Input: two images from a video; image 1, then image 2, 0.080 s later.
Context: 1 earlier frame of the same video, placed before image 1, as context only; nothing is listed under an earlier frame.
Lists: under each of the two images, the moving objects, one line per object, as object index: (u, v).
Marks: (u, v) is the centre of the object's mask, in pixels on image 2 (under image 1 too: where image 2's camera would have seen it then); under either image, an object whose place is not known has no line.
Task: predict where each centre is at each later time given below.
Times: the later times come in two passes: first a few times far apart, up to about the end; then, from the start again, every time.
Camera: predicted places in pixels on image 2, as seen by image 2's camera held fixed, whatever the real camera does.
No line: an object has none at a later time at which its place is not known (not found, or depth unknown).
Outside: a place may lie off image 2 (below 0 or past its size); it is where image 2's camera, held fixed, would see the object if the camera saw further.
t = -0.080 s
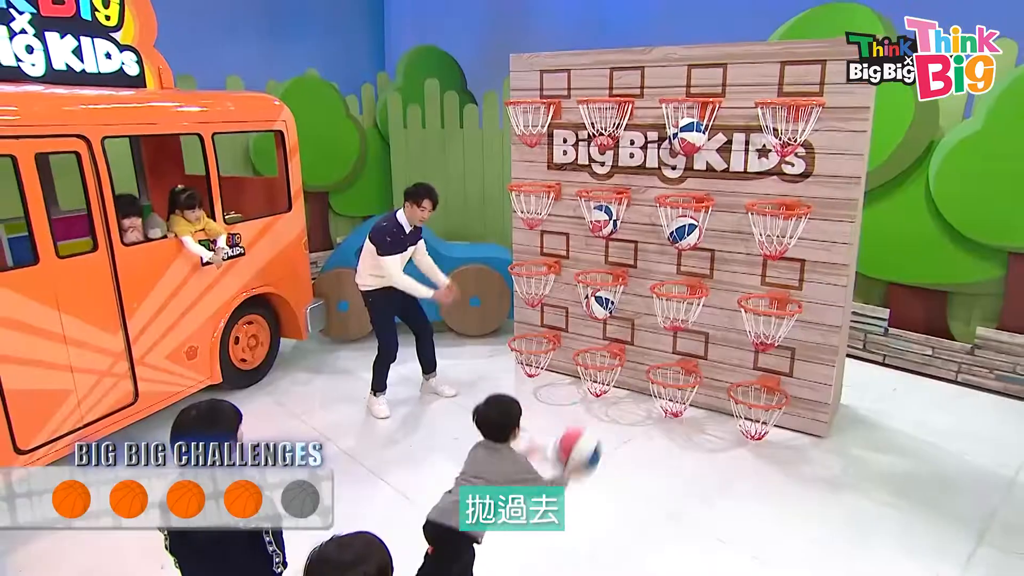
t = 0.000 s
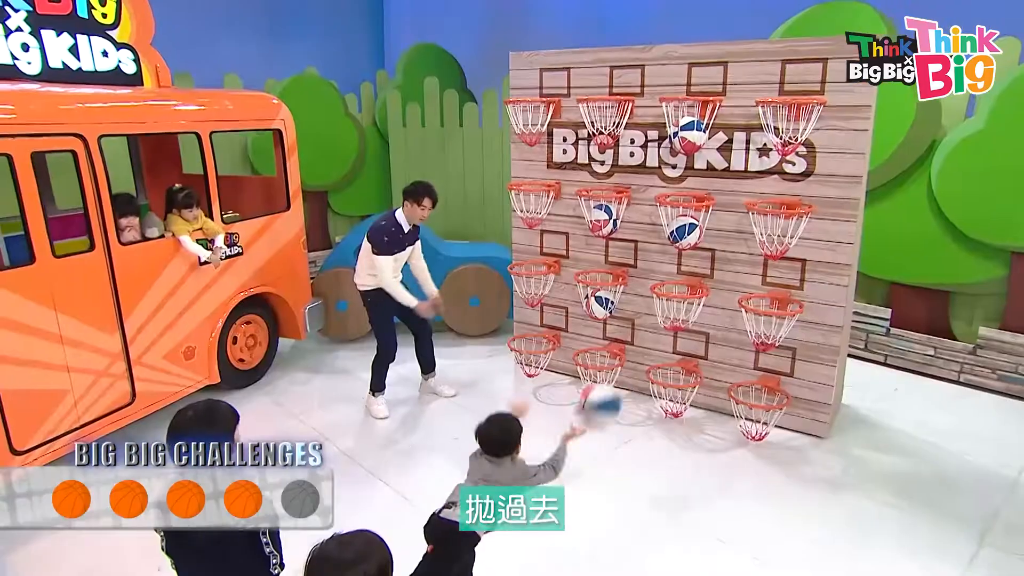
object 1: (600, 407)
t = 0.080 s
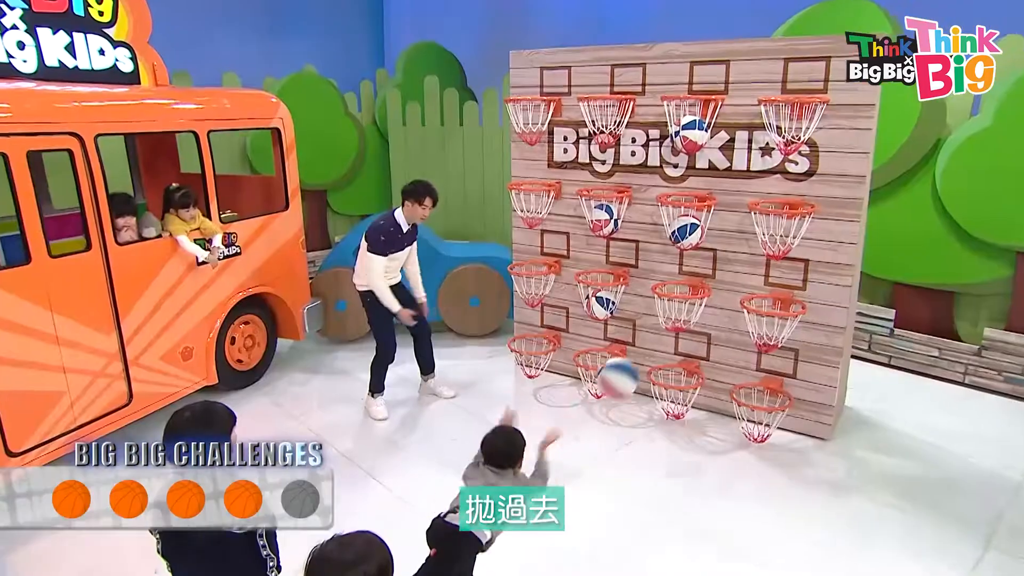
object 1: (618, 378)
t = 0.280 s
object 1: (648, 363)
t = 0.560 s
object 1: (641, 333)
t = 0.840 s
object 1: (589, 420)
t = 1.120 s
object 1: (556, 396)
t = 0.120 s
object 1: (625, 369)
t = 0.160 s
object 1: (631, 364)
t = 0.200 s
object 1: (637, 361)
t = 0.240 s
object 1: (643, 361)
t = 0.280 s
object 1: (648, 363)
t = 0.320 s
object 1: (651, 359)
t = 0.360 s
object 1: (655, 346)
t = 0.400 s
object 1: (659, 338)
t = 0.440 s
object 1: (658, 333)
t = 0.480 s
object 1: (653, 330)
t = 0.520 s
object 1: (648, 330)
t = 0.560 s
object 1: (641, 333)
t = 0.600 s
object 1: (634, 336)
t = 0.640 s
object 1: (628, 343)
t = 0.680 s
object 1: (620, 354)
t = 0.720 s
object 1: (612, 365)
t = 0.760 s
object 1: (605, 380)
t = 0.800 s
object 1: (597, 397)
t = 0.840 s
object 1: (589, 420)
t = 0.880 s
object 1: (582, 437)
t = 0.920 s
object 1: (579, 425)
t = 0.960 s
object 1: (574, 416)
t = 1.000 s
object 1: (570, 408)
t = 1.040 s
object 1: (566, 402)
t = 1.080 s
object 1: (561, 398)
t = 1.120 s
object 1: (556, 396)
